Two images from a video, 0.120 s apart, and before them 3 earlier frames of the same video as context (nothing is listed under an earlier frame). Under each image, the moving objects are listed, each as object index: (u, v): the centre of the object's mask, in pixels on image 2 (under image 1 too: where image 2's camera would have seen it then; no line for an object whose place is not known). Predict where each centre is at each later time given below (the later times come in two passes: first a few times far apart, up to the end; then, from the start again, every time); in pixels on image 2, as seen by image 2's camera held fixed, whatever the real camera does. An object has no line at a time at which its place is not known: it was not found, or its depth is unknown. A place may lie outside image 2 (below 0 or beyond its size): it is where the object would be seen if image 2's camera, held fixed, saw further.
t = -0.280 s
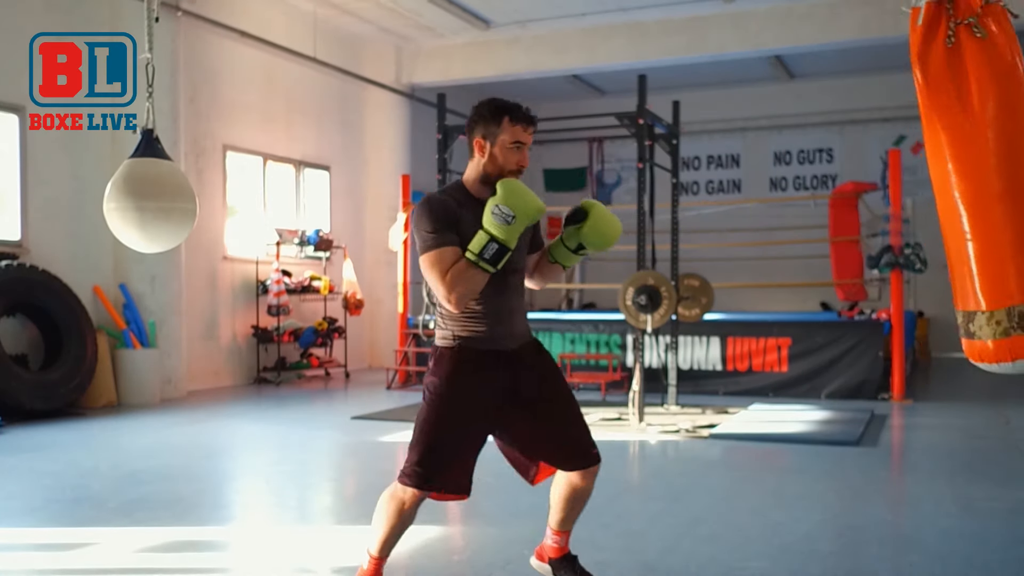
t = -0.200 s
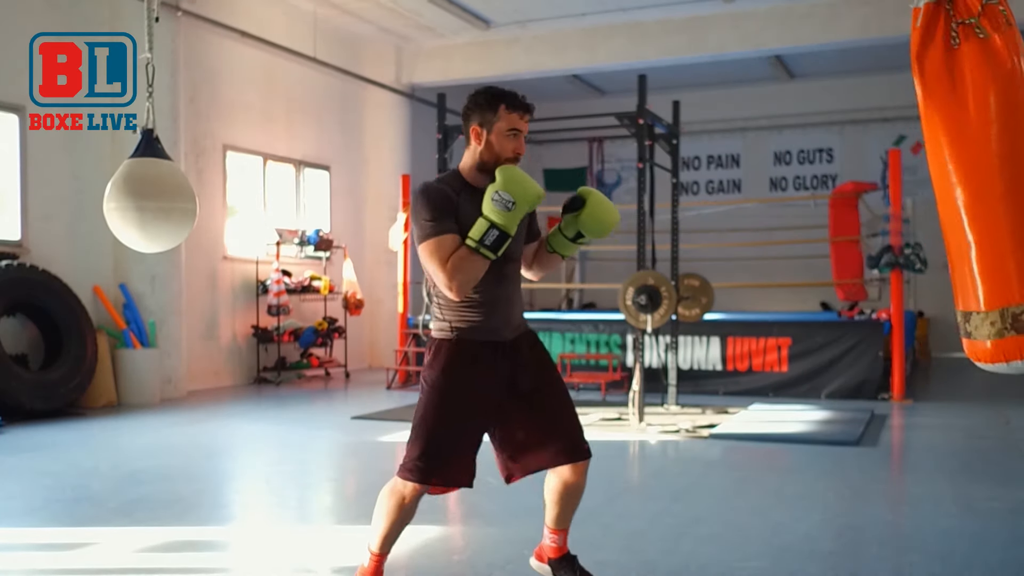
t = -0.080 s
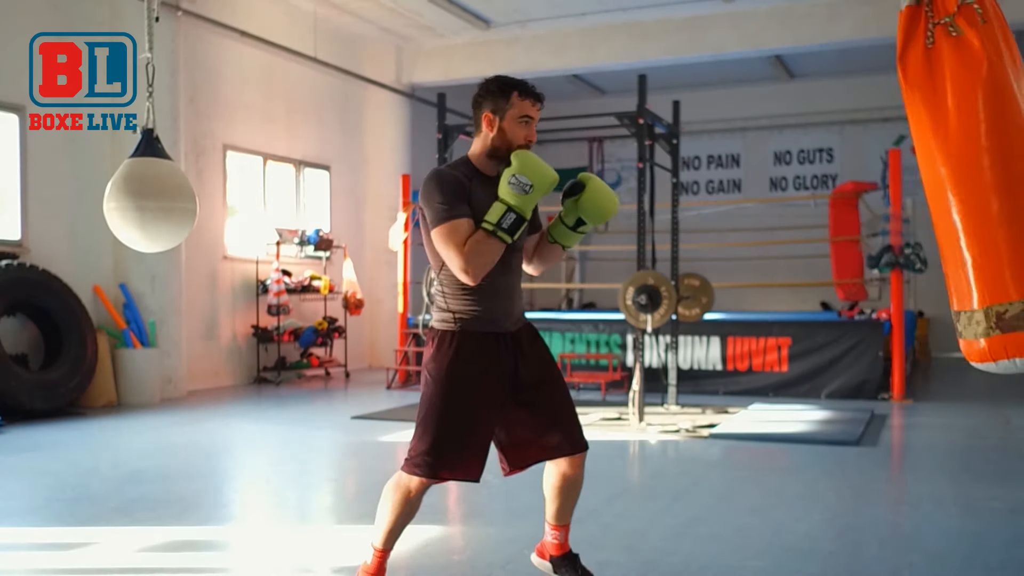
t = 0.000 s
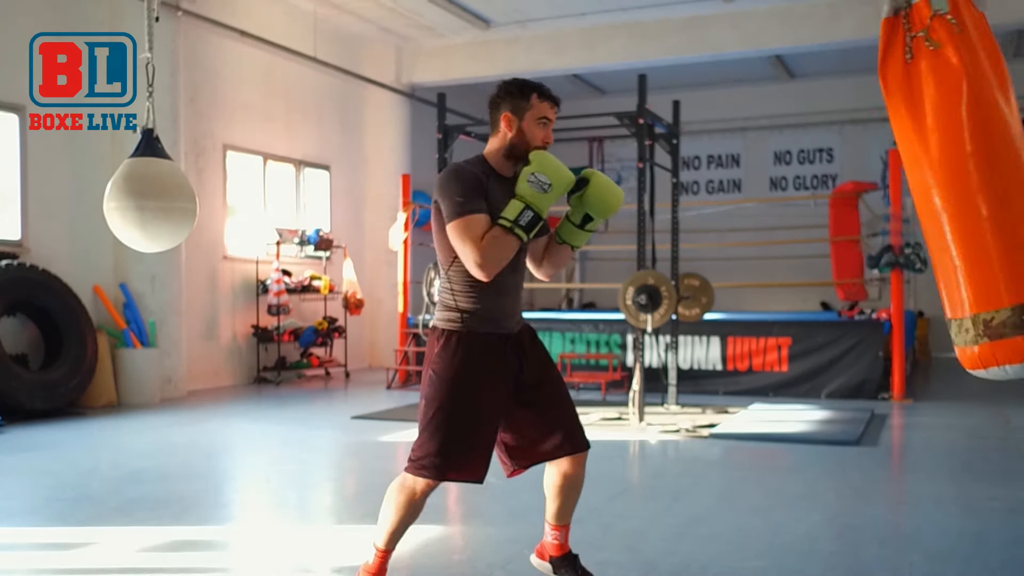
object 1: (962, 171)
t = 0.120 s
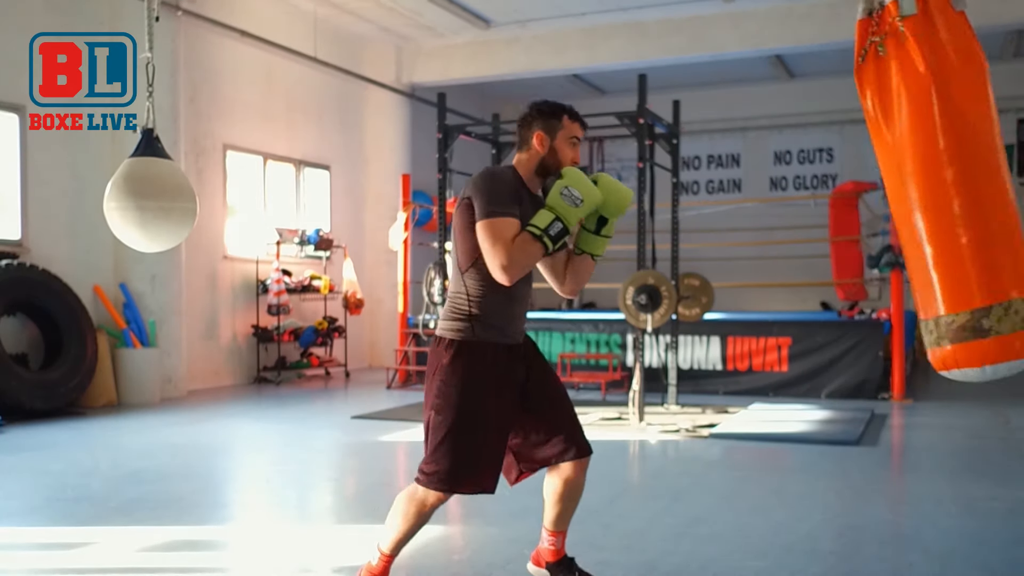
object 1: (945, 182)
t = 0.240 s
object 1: (917, 192)
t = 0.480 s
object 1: (834, 204)
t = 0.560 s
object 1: (802, 209)
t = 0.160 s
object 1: (939, 187)
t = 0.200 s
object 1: (929, 190)
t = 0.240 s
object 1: (917, 192)
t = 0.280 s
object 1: (906, 195)
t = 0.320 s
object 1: (892, 195)
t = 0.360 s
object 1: (880, 197)
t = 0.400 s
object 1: (865, 198)
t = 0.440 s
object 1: (850, 201)
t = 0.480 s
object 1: (834, 204)
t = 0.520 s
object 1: (818, 207)
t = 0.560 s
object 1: (802, 209)
